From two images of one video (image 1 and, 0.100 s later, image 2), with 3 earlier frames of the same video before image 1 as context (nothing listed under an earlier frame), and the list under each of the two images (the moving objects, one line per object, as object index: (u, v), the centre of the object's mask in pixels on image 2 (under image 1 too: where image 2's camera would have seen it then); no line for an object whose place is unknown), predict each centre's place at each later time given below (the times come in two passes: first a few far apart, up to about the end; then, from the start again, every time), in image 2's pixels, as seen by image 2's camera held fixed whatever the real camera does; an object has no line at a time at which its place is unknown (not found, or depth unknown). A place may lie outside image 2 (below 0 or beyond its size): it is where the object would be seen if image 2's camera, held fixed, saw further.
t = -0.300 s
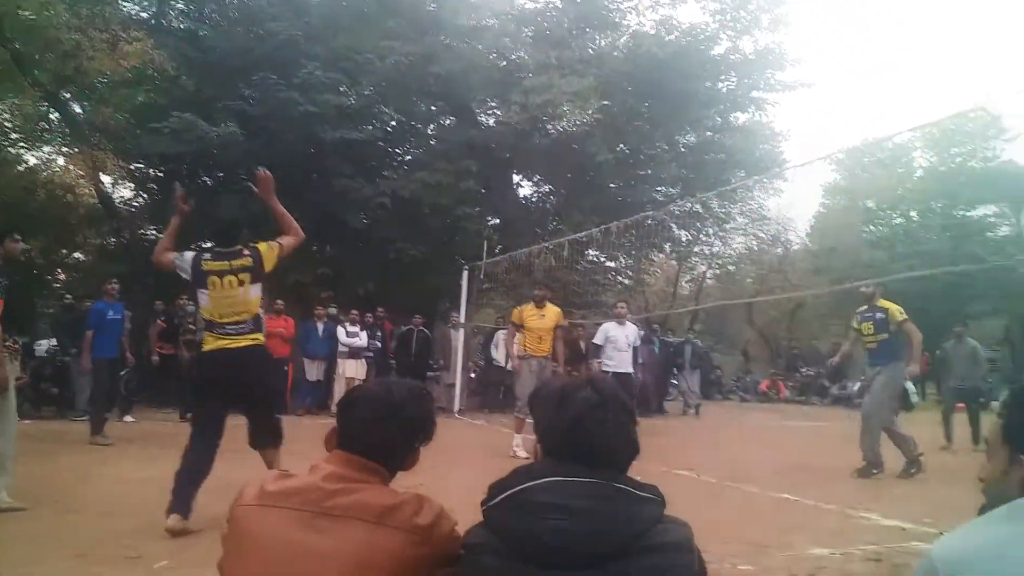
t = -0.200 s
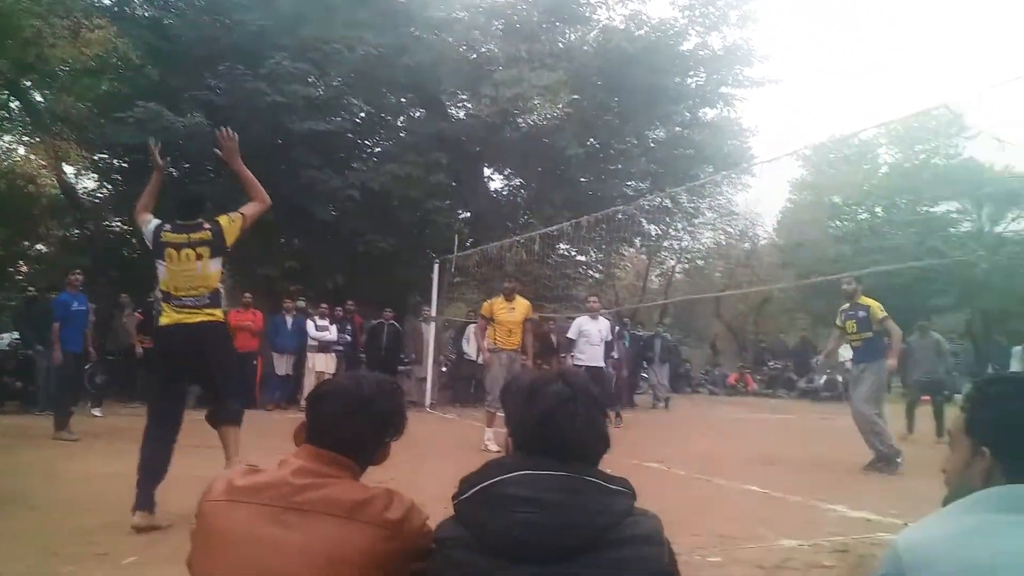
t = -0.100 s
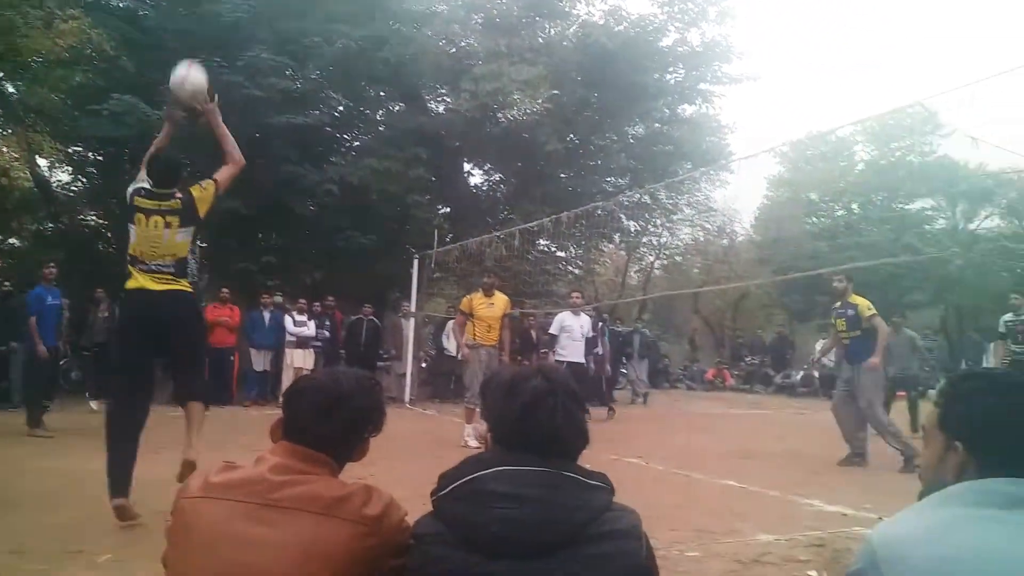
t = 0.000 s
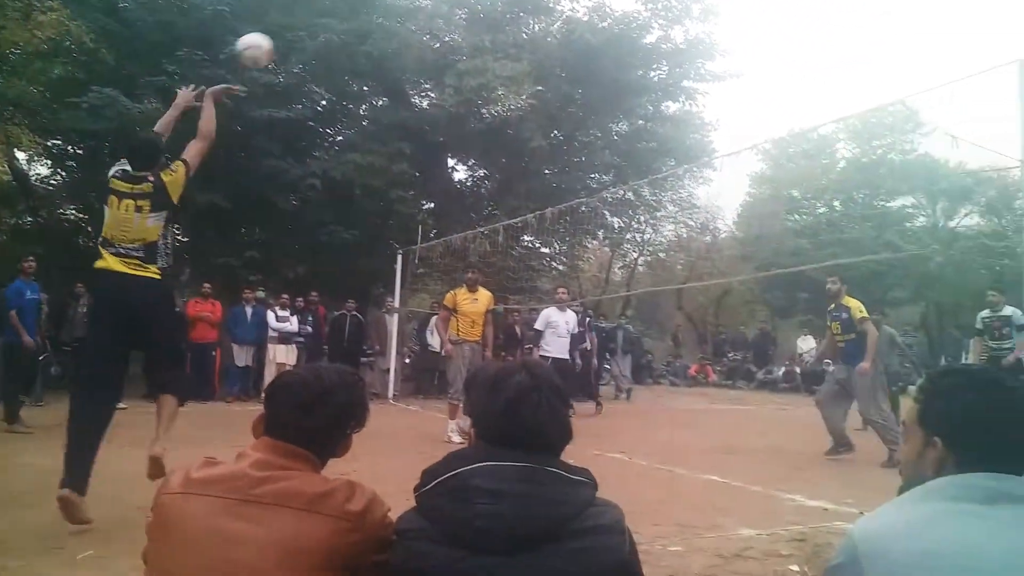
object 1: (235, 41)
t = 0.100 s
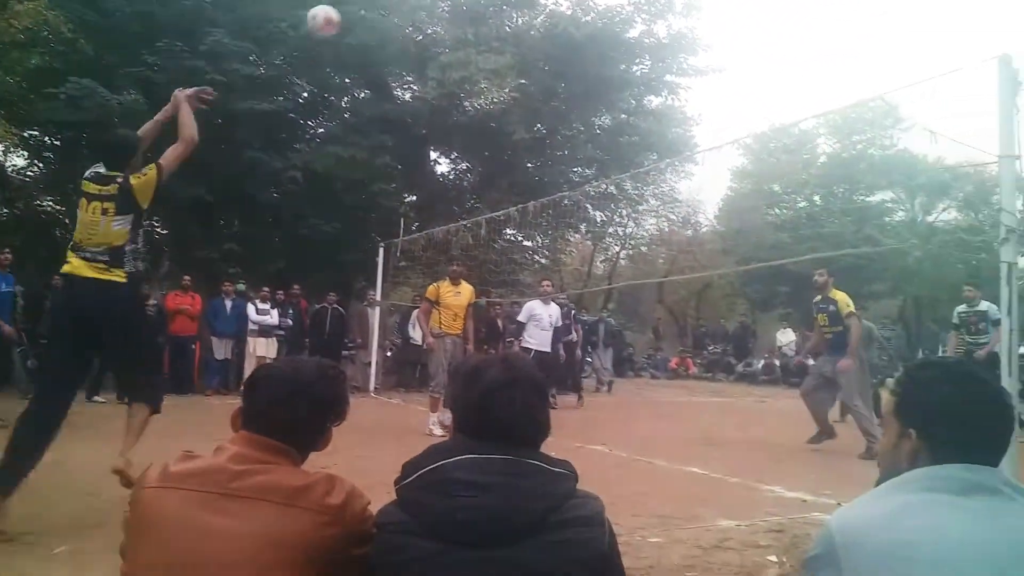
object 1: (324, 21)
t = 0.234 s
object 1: (414, 18)
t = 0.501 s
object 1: (536, 77)
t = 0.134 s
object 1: (349, 17)
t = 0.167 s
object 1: (371, 16)
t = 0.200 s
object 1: (393, 15)
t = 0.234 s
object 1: (414, 18)
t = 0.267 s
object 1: (433, 22)
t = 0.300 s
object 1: (450, 27)
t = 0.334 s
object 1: (466, 32)
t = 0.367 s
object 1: (482, 40)
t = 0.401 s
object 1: (496, 47)
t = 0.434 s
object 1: (511, 55)
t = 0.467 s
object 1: (524, 66)
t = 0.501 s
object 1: (536, 77)
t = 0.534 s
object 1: (548, 86)
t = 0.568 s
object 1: (559, 98)
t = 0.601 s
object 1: (570, 110)
